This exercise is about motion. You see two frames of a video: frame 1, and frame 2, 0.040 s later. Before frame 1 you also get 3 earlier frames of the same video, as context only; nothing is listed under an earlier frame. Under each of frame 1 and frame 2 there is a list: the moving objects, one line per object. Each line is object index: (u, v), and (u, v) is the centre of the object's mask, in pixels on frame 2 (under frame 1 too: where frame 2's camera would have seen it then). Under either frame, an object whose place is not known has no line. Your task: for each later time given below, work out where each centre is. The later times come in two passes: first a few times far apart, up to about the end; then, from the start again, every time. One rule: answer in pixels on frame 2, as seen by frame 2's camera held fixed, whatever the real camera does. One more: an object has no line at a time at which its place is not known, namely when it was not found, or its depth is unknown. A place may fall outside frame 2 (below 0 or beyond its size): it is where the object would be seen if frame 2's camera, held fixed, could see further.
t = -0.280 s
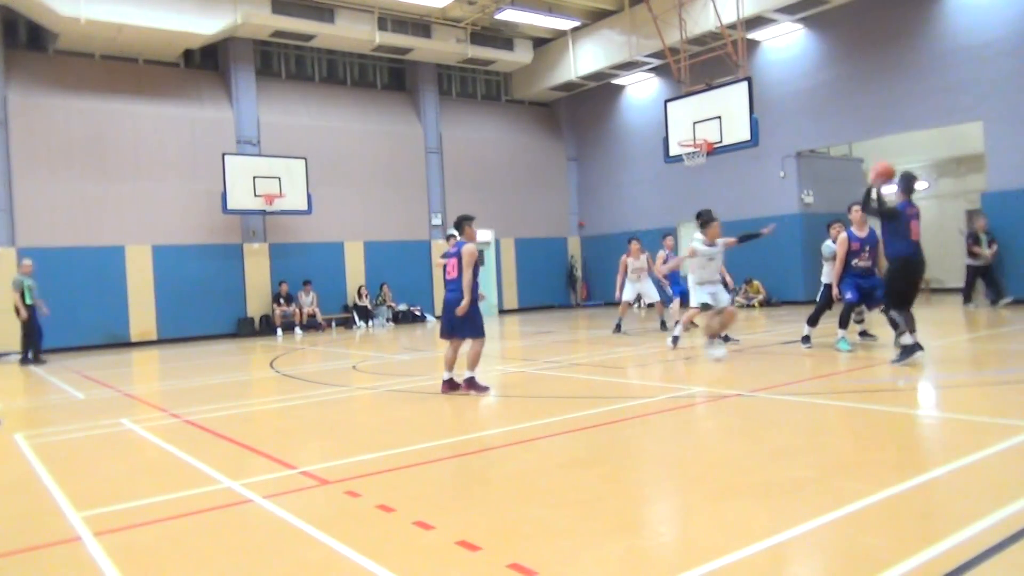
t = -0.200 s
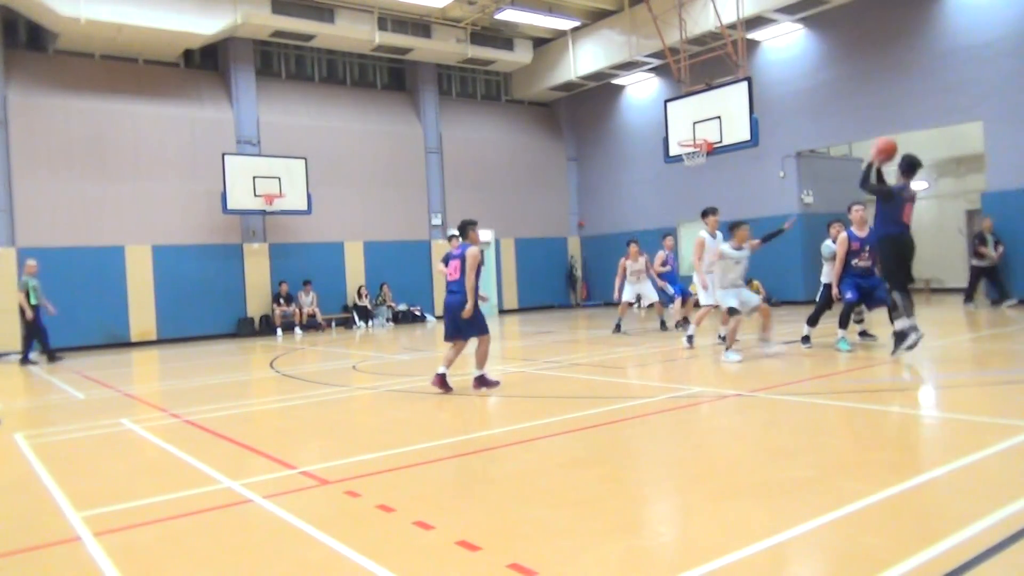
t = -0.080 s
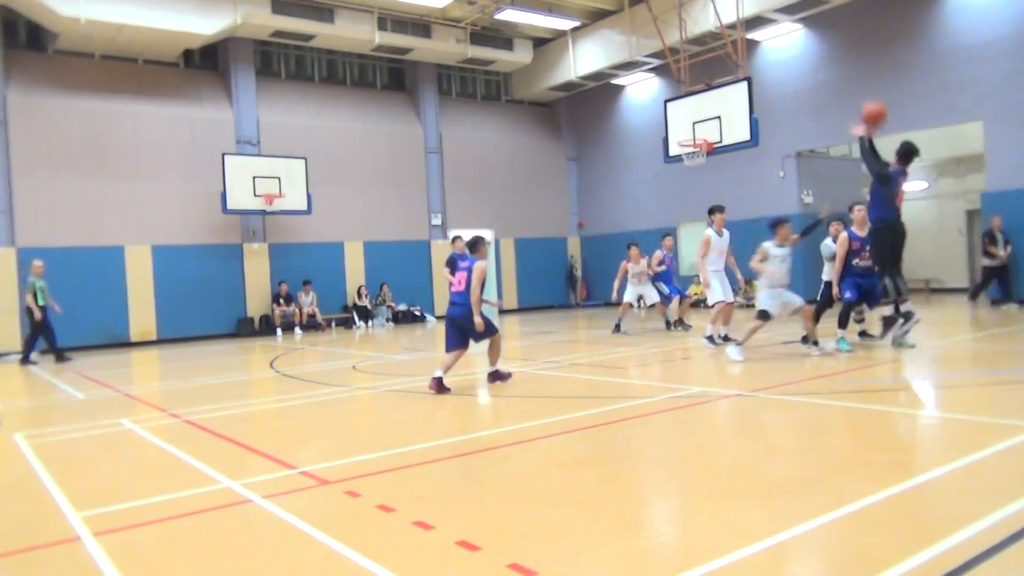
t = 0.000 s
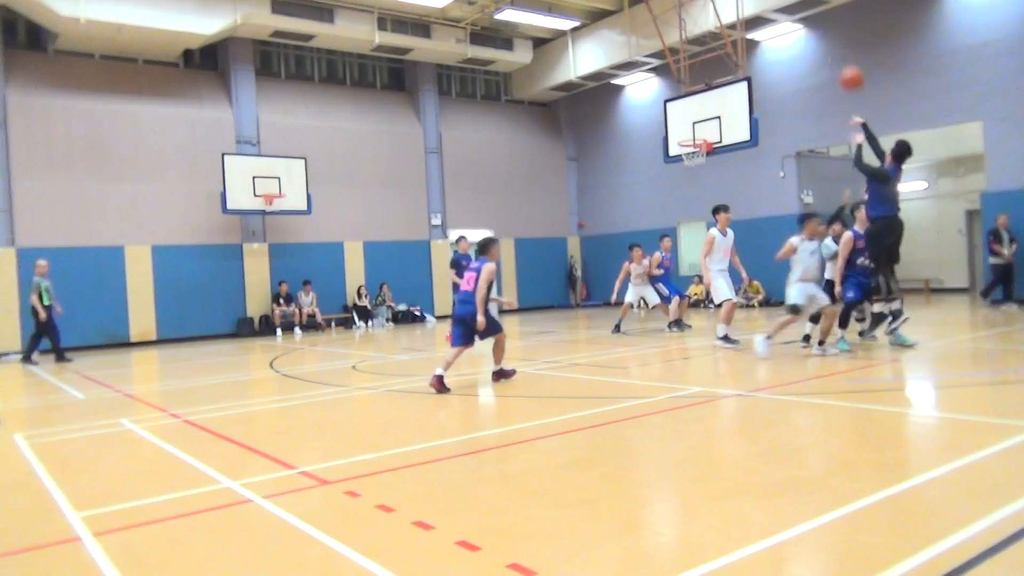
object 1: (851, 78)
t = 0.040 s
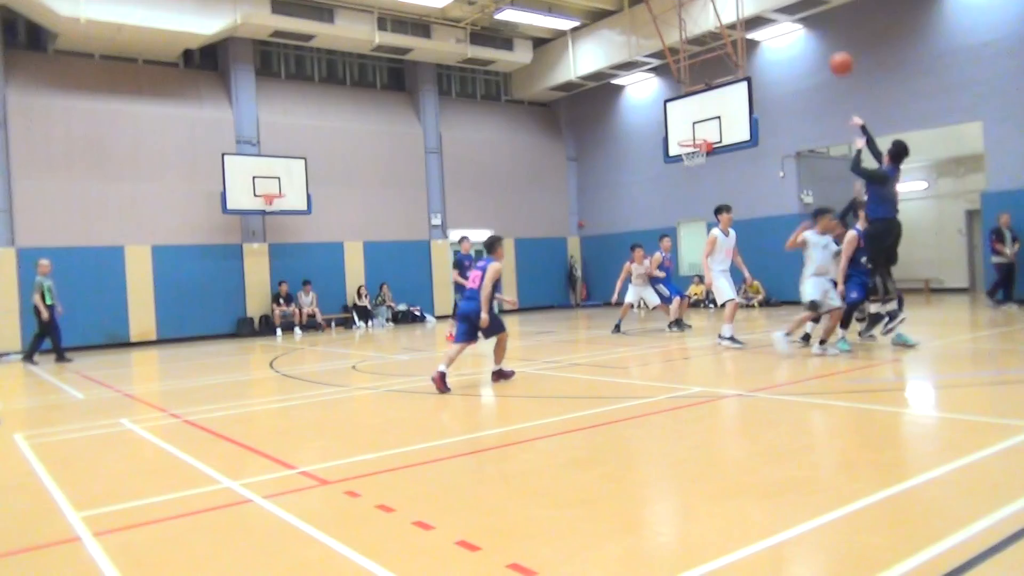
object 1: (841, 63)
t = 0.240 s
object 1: (795, 19)
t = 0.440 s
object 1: (759, 14)
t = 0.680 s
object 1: (724, 40)
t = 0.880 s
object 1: (701, 87)
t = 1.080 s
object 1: (684, 151)
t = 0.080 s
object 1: (831, 51)
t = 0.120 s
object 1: (821, 41)
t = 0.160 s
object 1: (812, 31)
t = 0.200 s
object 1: (804, 24)
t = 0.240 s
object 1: (795, 19)
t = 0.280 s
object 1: (787, 14)
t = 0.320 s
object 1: (779, 13)
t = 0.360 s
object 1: (771, 12)
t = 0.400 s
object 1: (765, 12)
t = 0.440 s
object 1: (759, 14)
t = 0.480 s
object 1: (752, 16)
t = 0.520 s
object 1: (744, 20)
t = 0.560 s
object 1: (741, 23)
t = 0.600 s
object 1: (736, 27)
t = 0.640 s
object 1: (729, 34)
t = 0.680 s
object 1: (724, 40)
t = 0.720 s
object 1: (720, 48)
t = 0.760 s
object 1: (714, 58)
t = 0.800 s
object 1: (710, 67)
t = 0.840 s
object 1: (706, 77)
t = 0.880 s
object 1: (701, 87)
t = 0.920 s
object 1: (698, 99)
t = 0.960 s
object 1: (694, 112)
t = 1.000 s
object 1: (691, 125)
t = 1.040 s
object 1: (687, 140)
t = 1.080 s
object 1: (684, 151)
